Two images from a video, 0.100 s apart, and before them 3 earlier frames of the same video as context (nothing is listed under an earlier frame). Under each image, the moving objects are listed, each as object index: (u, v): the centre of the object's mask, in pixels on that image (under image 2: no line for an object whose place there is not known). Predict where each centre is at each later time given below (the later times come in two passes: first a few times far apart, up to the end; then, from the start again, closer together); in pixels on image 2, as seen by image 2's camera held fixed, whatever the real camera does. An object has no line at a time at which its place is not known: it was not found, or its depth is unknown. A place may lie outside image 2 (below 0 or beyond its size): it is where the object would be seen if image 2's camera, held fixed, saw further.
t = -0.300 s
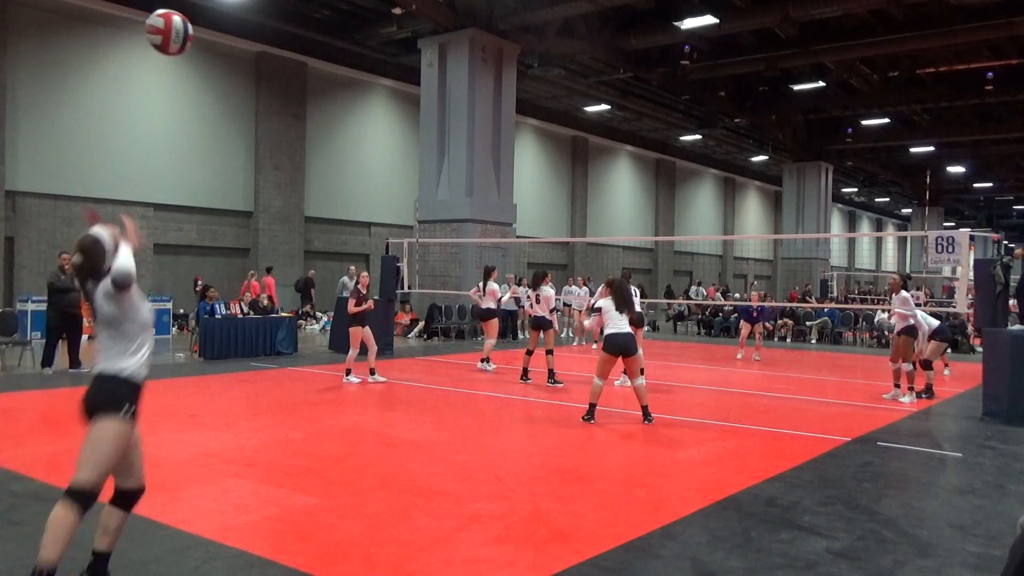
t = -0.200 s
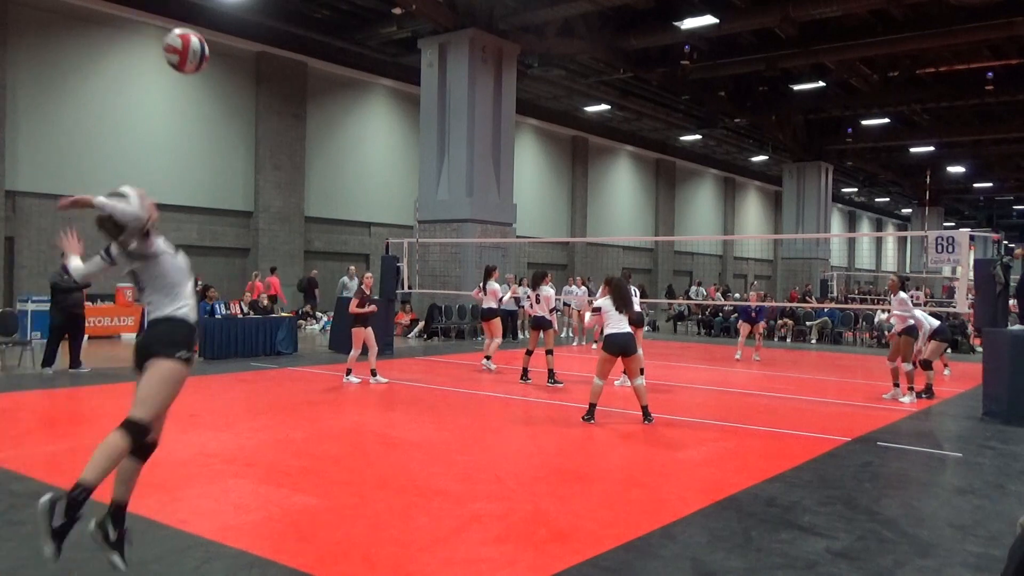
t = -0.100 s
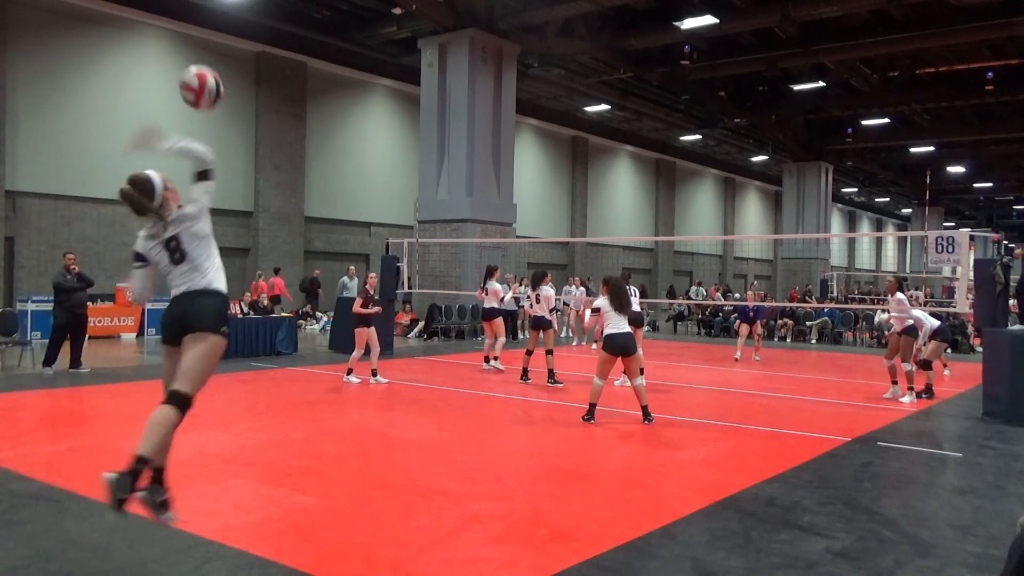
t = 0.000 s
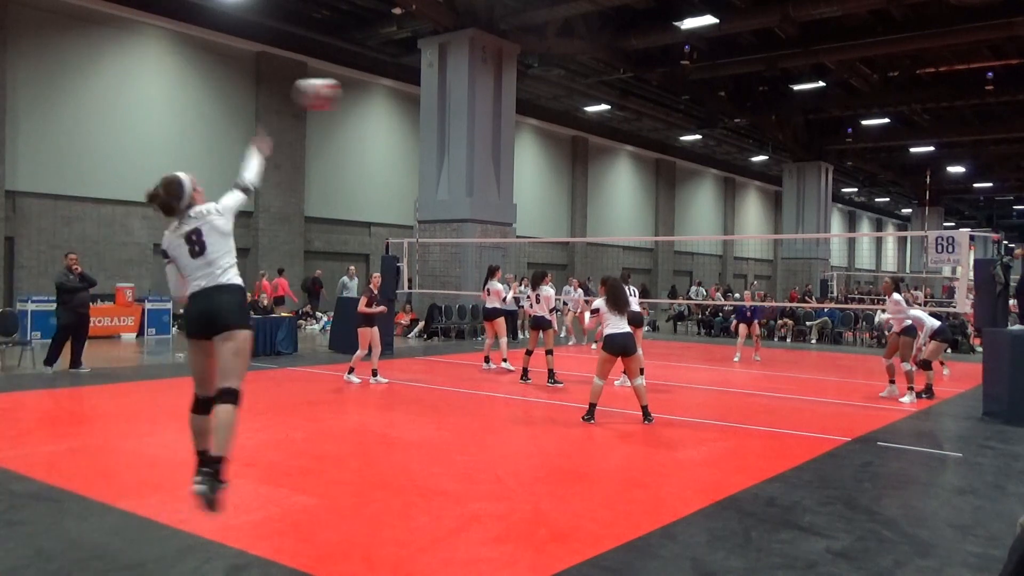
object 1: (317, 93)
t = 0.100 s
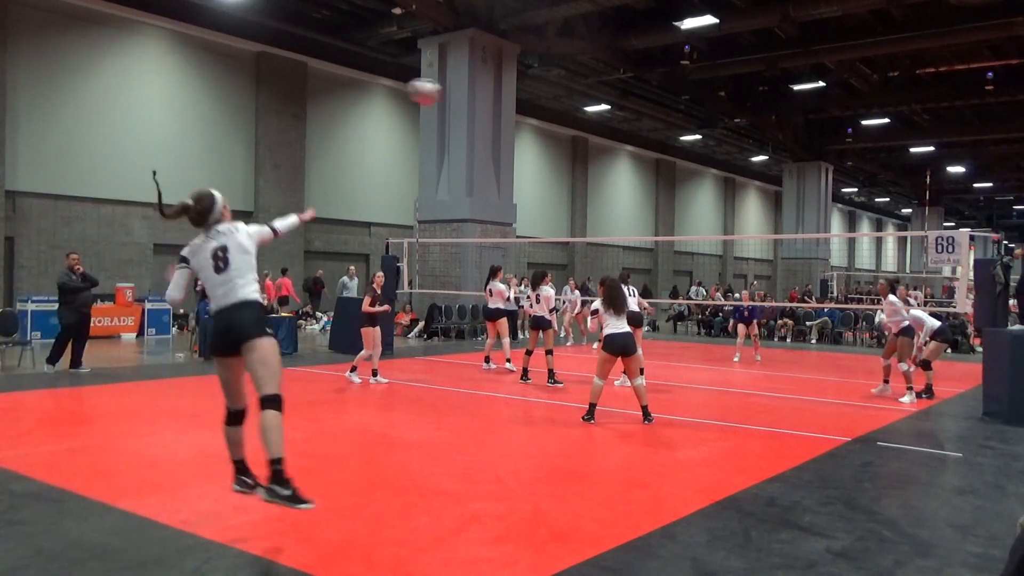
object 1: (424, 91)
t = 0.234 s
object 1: (509, 105)
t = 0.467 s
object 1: (585, 149)
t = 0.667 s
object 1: (624, 197)
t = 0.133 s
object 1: (450, 93)
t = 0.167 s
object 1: (473, 96)
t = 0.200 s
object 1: (492, 100)
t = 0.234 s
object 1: (509, 105)
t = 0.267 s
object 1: (524, 110)
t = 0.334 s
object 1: (548, 121)
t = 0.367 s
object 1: (558, 128)
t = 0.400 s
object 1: (568, 135)
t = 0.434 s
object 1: (577, 142)
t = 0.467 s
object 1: (585, 149)
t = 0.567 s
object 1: (605, 171)
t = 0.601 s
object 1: (612, 179)
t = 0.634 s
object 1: (618, 188)
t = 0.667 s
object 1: (624, 197)
